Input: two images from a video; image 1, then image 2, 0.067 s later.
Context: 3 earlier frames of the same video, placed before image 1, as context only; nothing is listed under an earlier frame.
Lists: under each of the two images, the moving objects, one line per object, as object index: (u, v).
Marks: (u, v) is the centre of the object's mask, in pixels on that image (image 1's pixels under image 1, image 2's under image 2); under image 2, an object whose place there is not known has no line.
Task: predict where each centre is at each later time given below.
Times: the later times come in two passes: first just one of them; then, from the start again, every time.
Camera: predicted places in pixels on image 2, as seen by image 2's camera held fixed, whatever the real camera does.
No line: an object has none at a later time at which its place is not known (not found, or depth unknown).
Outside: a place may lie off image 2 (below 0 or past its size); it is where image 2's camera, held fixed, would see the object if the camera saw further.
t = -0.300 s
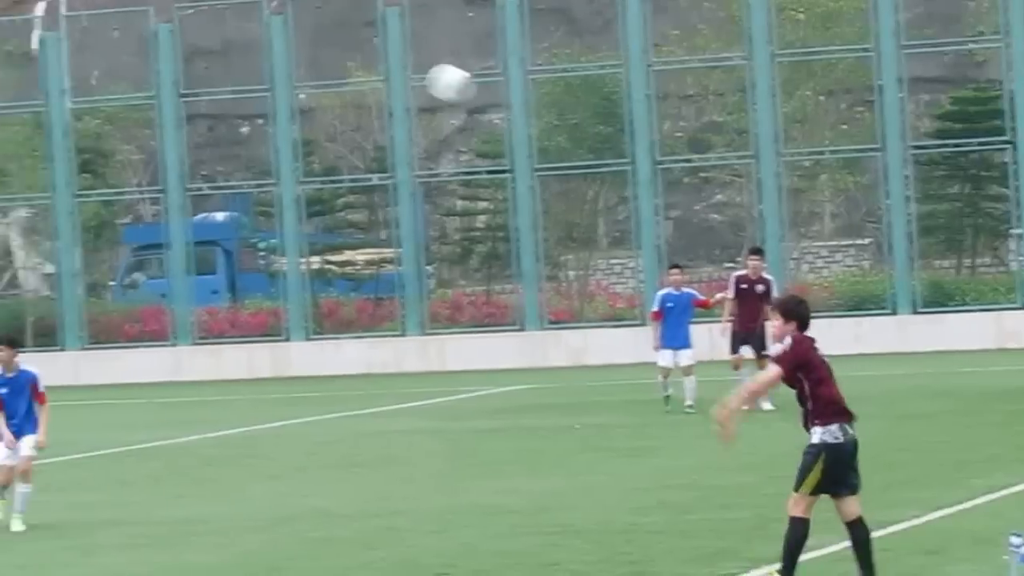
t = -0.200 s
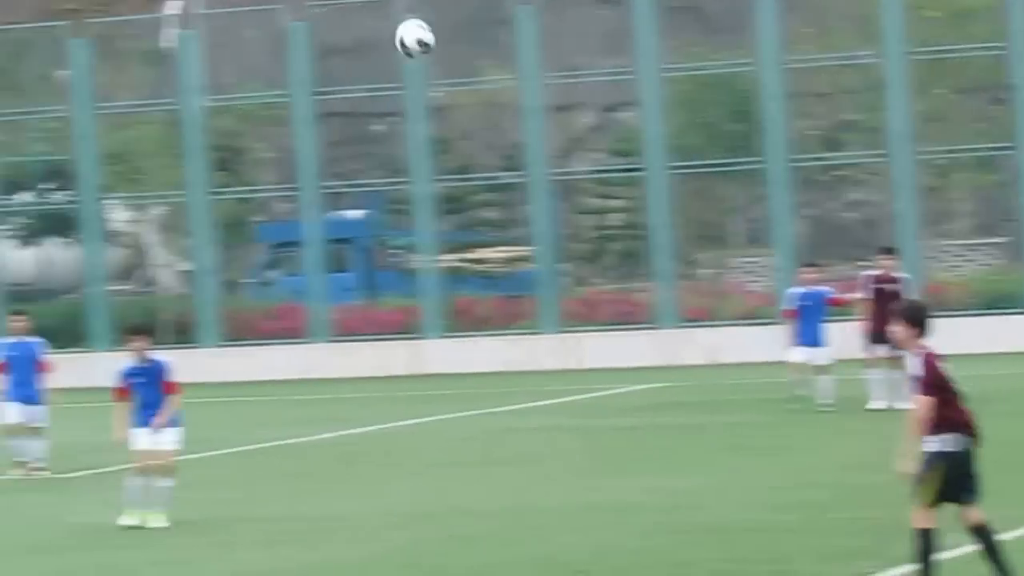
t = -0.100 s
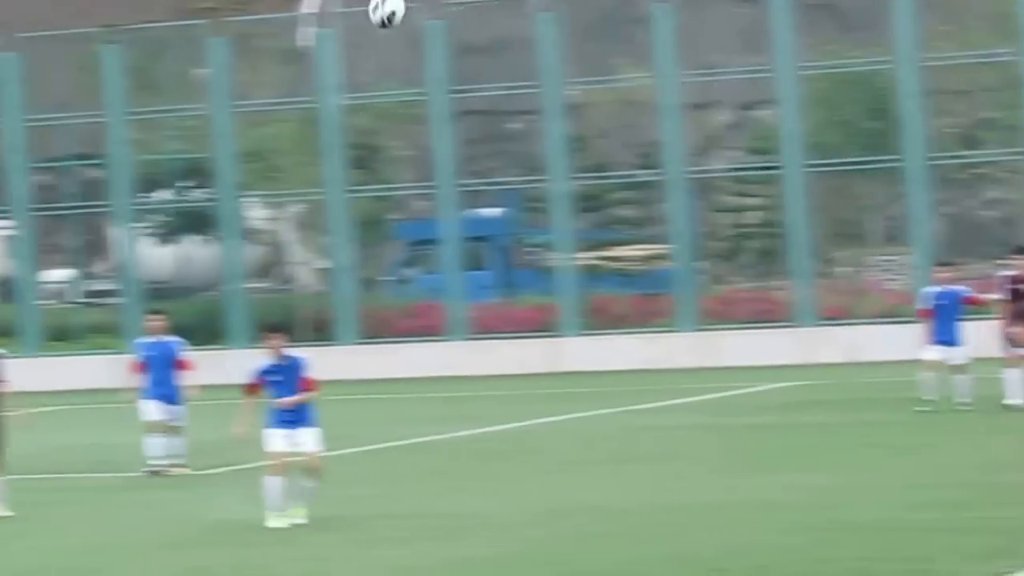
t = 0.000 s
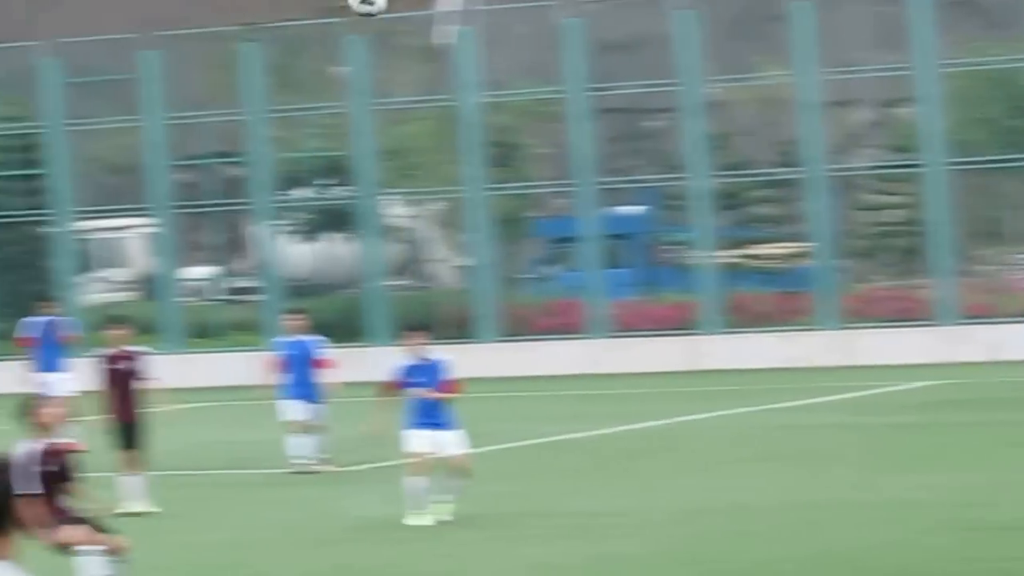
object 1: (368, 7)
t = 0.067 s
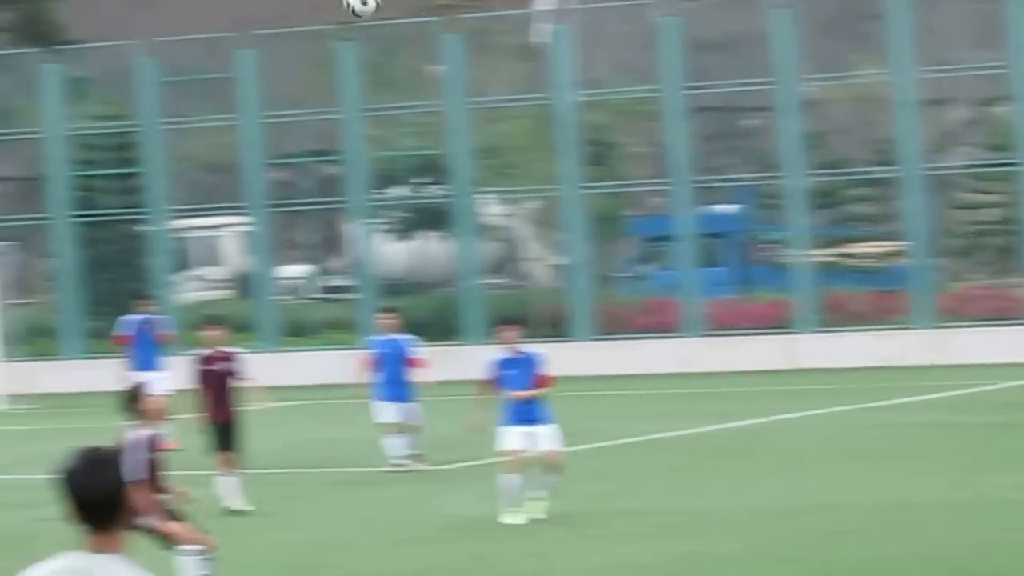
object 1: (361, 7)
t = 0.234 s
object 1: (113, 32)
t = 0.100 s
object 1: (309, 8)
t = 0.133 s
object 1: (260, 10)
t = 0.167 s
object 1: (209, 13)
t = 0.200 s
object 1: (161, 20)
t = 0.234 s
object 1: (113, 32)
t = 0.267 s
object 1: (65, 46)
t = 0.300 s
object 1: (17, 60)
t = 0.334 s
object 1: (-30, 76)
